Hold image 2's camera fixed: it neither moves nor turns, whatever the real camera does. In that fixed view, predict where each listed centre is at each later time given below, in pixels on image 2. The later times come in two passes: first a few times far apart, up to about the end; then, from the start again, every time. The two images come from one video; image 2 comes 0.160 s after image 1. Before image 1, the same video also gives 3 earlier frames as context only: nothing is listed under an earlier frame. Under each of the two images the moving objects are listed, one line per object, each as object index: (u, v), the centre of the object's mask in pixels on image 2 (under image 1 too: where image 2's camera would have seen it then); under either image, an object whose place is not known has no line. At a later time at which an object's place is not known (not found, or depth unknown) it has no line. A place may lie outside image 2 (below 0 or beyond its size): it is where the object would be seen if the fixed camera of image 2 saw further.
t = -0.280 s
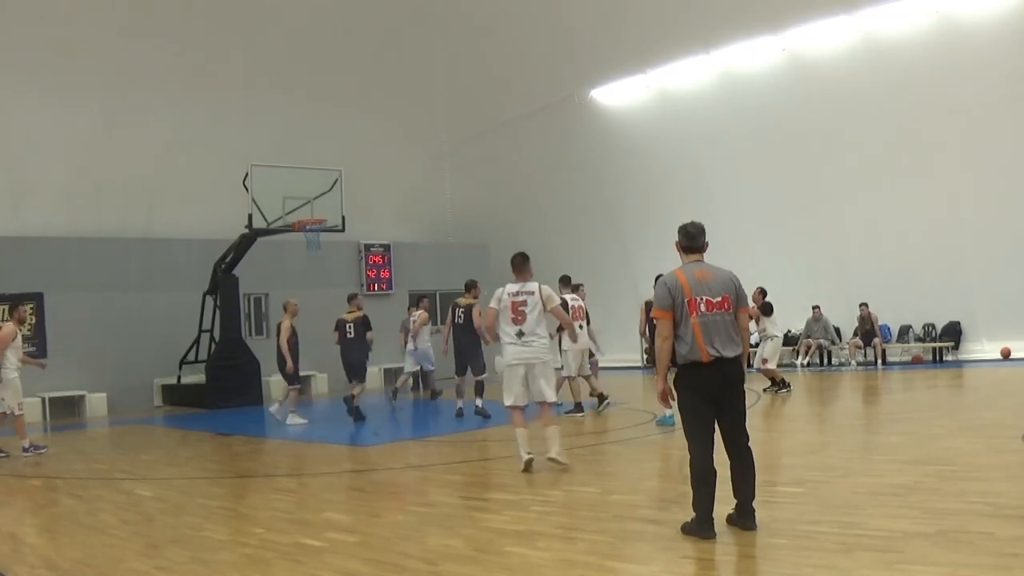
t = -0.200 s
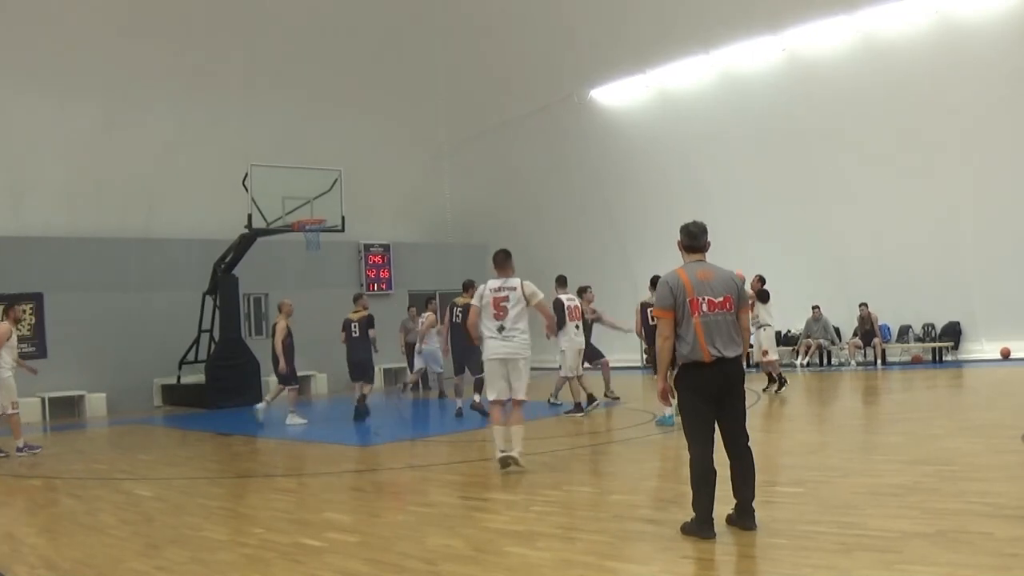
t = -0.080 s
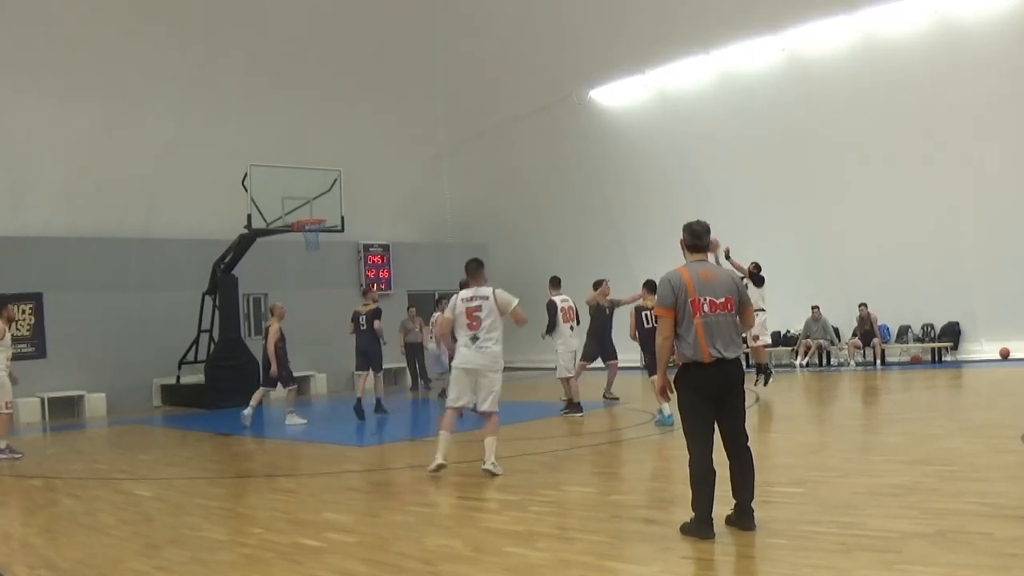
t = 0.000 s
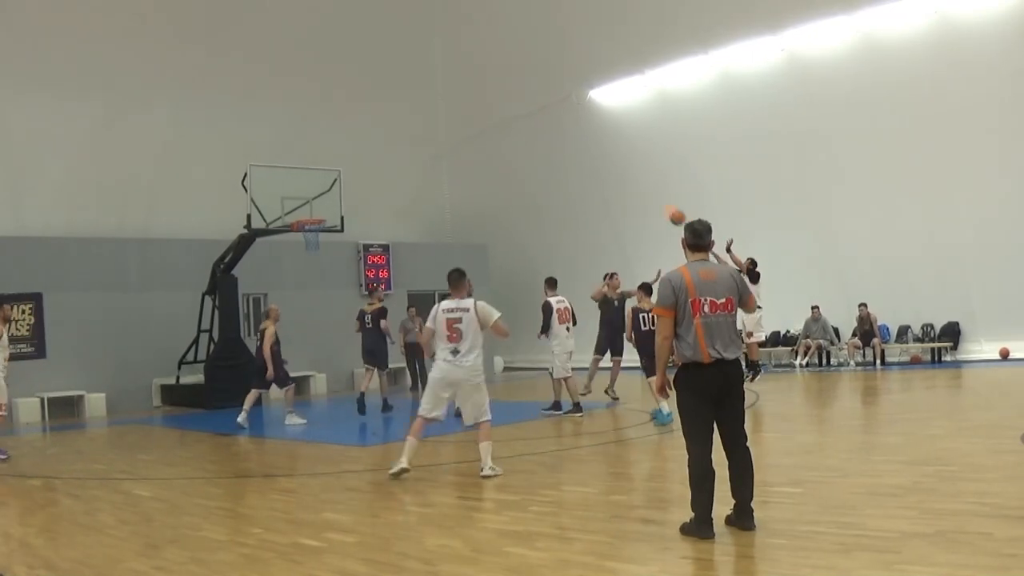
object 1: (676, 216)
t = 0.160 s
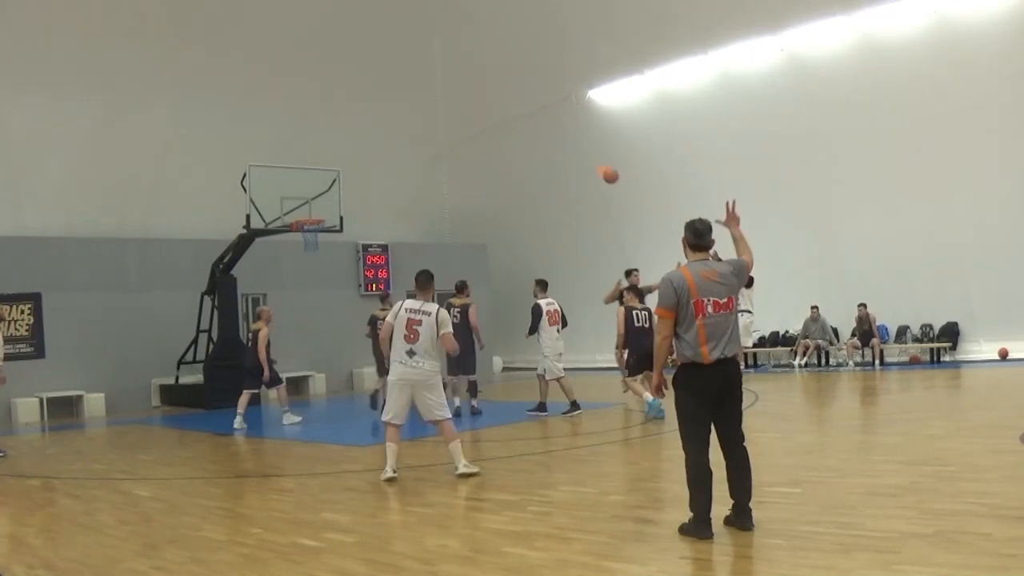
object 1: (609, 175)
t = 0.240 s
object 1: (578, 161)
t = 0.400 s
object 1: (517, 144)
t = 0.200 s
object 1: (593, 167)
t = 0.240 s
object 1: (578, 161)
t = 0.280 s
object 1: (562, 156)
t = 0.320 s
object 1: (547, 151)
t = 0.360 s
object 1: (532, 147)
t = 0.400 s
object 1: (517, 144)
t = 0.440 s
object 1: (502, 143)
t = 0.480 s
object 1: (490, 142)
